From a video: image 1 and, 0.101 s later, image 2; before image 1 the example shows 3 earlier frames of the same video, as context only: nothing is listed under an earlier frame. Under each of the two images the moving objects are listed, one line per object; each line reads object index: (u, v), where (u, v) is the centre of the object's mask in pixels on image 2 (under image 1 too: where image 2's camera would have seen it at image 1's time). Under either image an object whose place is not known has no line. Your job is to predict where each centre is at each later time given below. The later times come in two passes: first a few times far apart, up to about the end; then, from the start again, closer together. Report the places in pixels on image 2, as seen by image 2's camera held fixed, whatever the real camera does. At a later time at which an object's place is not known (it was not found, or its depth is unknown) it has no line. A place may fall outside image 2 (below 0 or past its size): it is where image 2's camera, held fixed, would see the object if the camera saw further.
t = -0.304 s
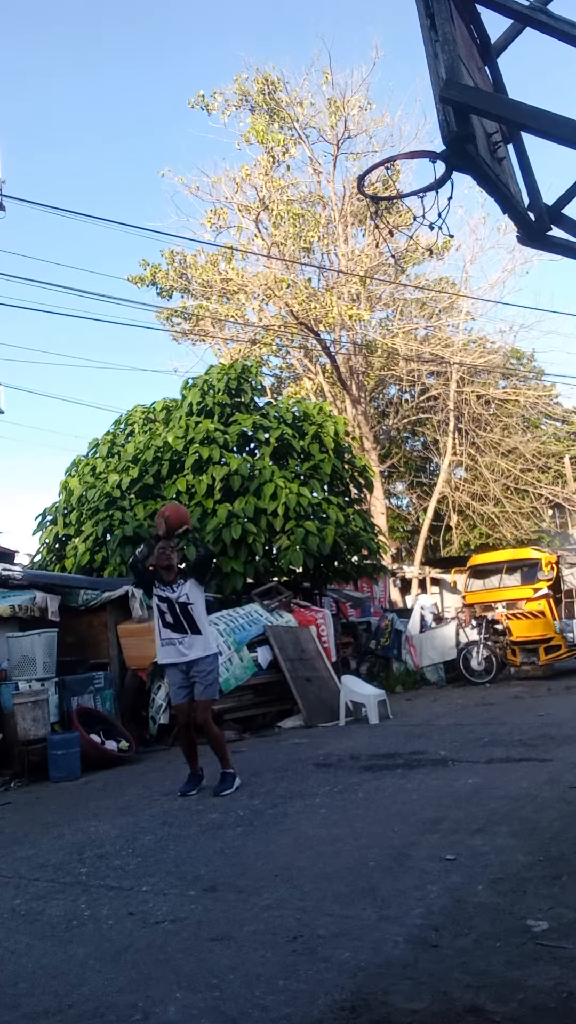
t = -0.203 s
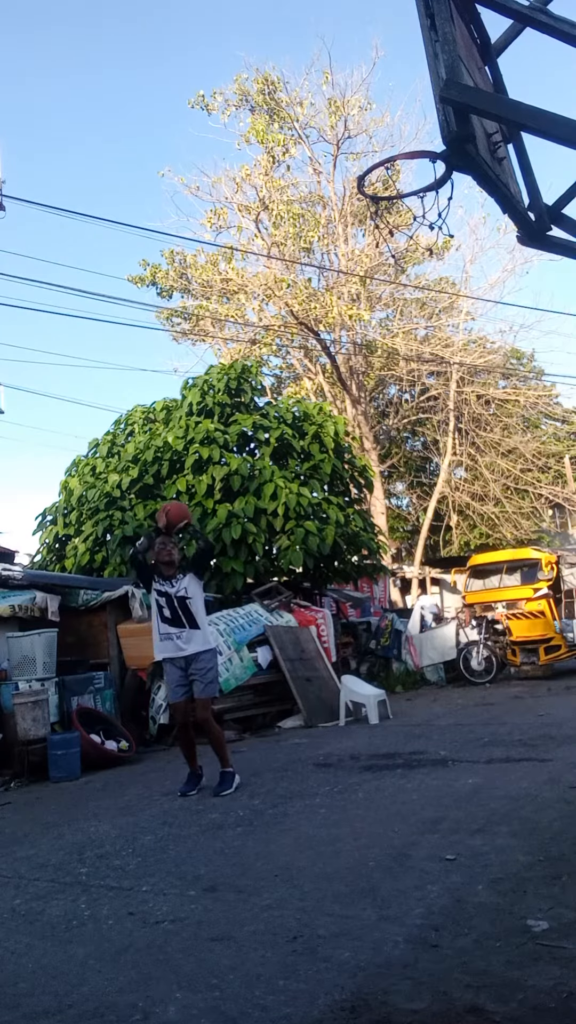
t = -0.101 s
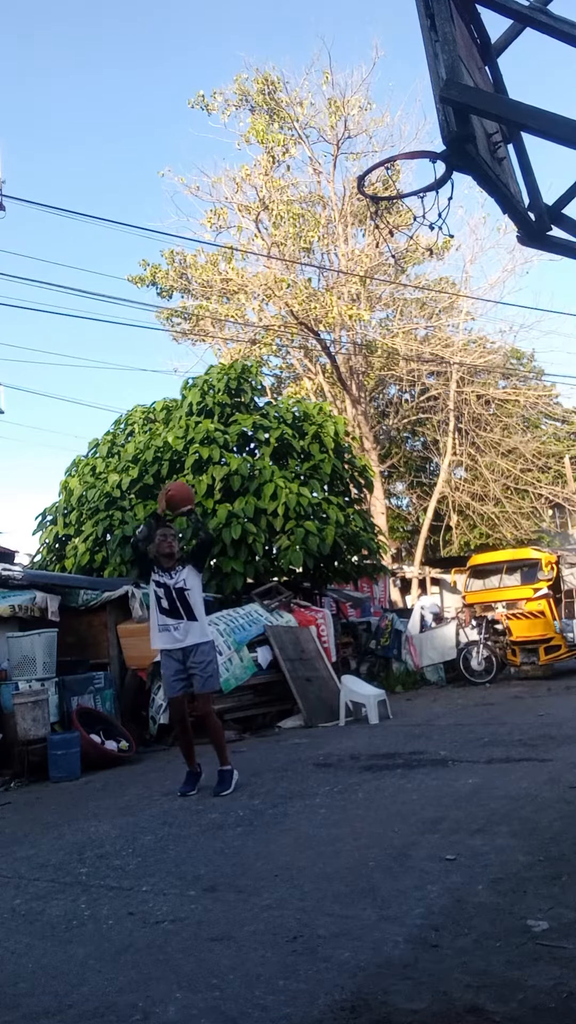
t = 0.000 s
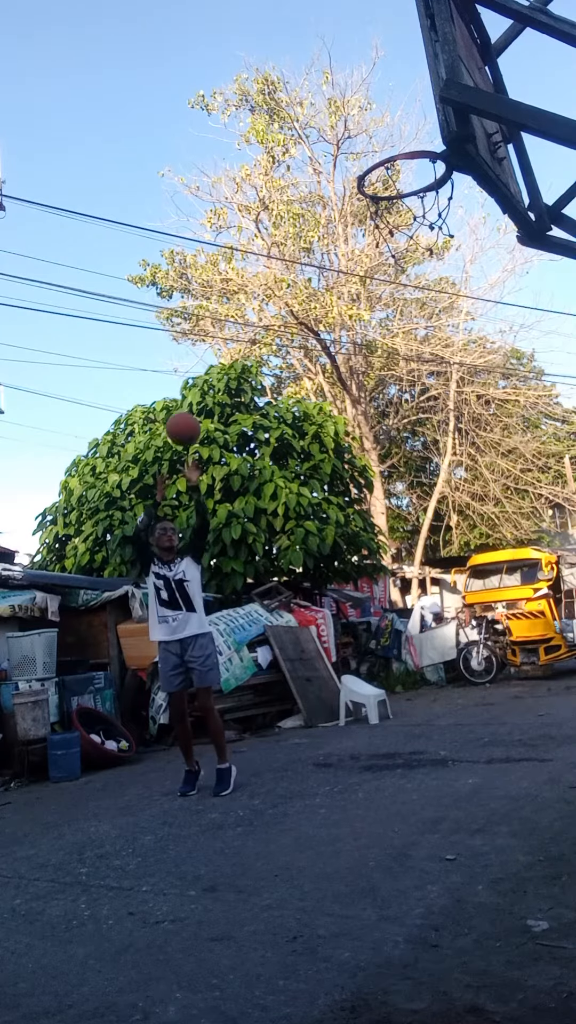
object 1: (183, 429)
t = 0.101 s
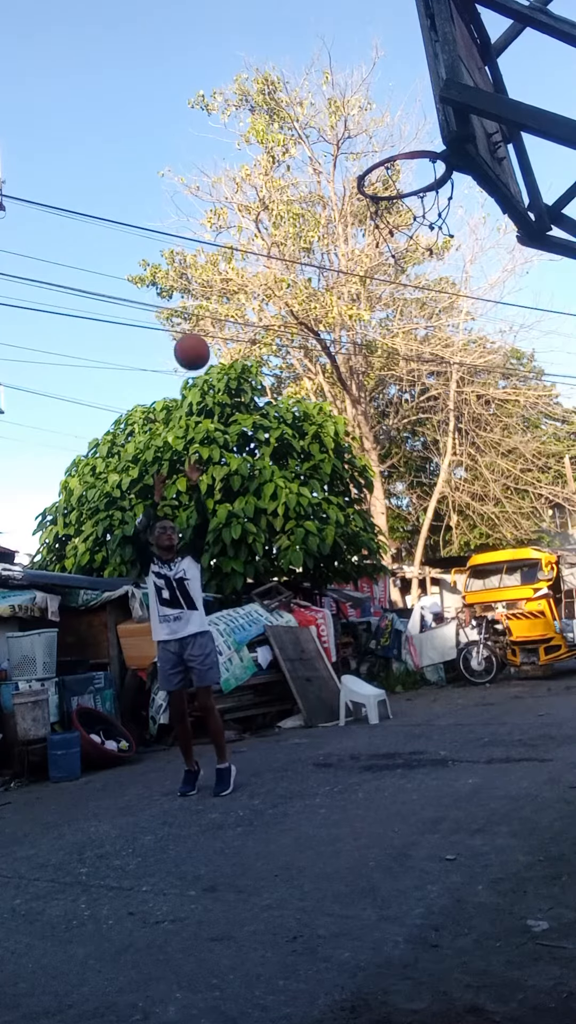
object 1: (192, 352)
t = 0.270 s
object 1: (212, 246)
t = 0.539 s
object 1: (267, 141)
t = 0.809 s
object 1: (372, 158)
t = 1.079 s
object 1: (402, 80)
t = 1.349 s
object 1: (355, 167)
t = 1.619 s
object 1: (331, 525)
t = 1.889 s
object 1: (310, 861)
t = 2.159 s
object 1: (241, 497)
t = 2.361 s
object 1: (210, 423)
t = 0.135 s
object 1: (195, 329)
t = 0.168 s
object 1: (199, 307)
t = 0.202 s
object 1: (203, 285)
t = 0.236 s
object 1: (207, 265)
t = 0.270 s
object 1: (212, 246)
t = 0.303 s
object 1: (217, 228)
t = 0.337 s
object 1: (223, 211)
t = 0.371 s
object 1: (229, 196)
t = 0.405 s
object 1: (235, 182)
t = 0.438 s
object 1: (242, 169)
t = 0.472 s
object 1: (250, 158)
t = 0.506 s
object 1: (258, 149)
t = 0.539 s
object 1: (267, 141)
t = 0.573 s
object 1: (276, 135)
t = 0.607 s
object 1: (287, 130)
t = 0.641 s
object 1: (298, 129)
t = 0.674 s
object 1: (311, 129)
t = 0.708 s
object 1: (324, 132)
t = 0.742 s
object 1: (339, 138)
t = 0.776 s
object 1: (354, 146)
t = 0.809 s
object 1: (372, 158)
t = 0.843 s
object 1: (386, 169)
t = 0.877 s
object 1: (394, 153)
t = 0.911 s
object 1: (402, 142)
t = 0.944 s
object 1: (408, 131)
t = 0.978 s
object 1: (408, 114)
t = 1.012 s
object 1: (408, 97)
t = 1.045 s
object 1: (407, 85)
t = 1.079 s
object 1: (402, 80)
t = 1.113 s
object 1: (397, 77)
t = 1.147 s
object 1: (391, 79)
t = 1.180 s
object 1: (384, 84)
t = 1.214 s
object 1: (377, 93)
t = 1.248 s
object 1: (371, 106)
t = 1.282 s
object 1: (365, 122)
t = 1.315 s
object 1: (359, 143)
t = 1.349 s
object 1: (355, 167)
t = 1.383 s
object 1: (350, 196)
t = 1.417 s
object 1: (346, 228)
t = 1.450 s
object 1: (342, 266)
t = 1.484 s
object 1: (339, 308)
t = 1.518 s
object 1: (336, 354)
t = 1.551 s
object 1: (334, 406)
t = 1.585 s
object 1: (333, 463)
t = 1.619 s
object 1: (331, 525)
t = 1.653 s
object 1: (331, 594)
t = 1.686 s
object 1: (331, 669)
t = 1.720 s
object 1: (331, 751)
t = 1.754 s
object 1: (332, 840)
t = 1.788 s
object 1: (334, 938)
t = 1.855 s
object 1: (321, 930)
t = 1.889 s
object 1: (310, 861)
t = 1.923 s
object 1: (299, 797)
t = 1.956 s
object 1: (289, 739)
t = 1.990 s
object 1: (279, 686)
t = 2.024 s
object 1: (270, 638)
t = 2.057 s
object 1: (262, 597)
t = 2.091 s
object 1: (254, 559)
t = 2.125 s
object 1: (247, 525)
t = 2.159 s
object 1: (241, 497)
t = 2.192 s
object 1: (234, 474)
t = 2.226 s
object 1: (228, 454)
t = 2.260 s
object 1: (223, 440)
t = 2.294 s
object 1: (218, 430)
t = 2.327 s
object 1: (214, 424)
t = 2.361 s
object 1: (210, 423)
